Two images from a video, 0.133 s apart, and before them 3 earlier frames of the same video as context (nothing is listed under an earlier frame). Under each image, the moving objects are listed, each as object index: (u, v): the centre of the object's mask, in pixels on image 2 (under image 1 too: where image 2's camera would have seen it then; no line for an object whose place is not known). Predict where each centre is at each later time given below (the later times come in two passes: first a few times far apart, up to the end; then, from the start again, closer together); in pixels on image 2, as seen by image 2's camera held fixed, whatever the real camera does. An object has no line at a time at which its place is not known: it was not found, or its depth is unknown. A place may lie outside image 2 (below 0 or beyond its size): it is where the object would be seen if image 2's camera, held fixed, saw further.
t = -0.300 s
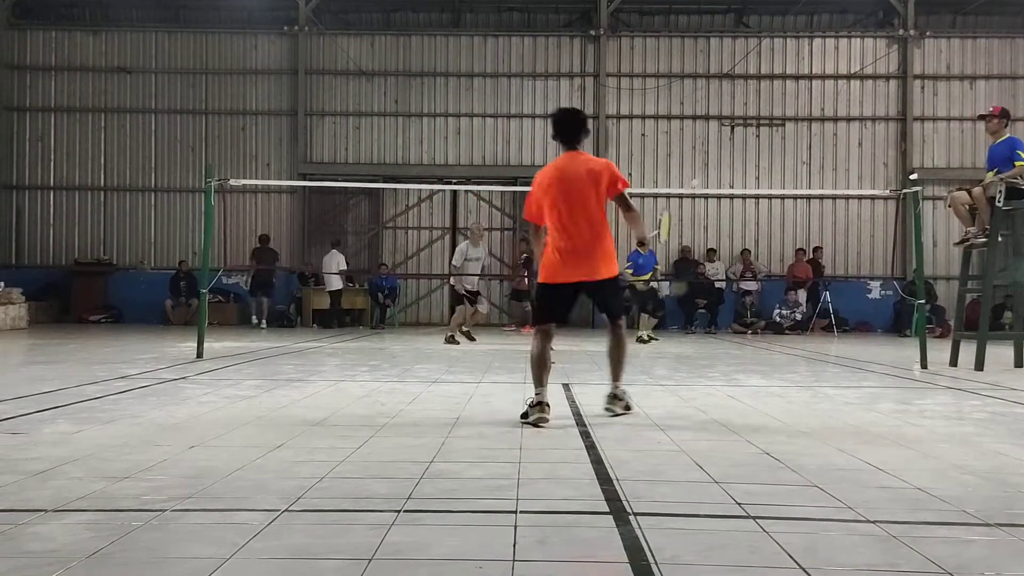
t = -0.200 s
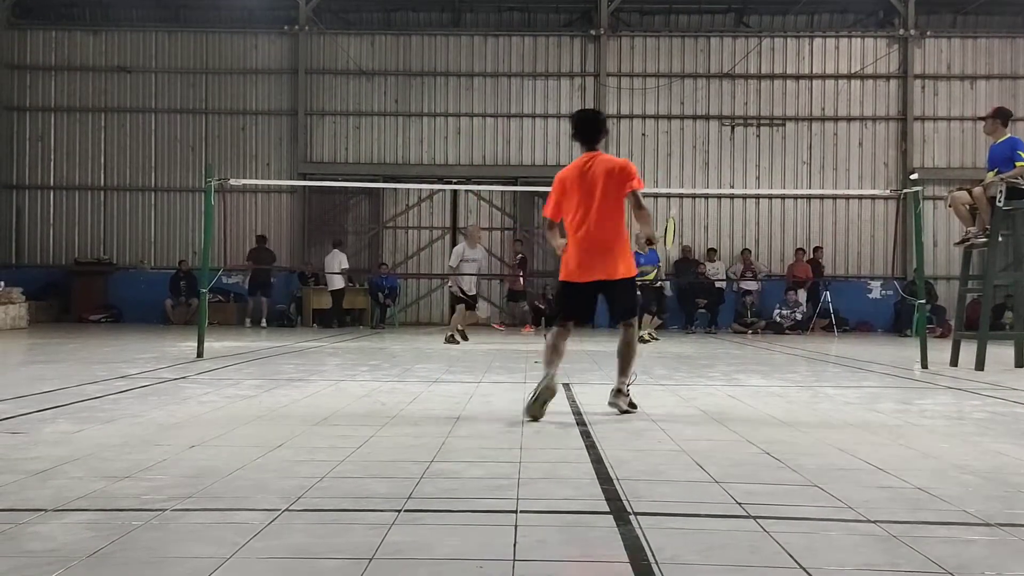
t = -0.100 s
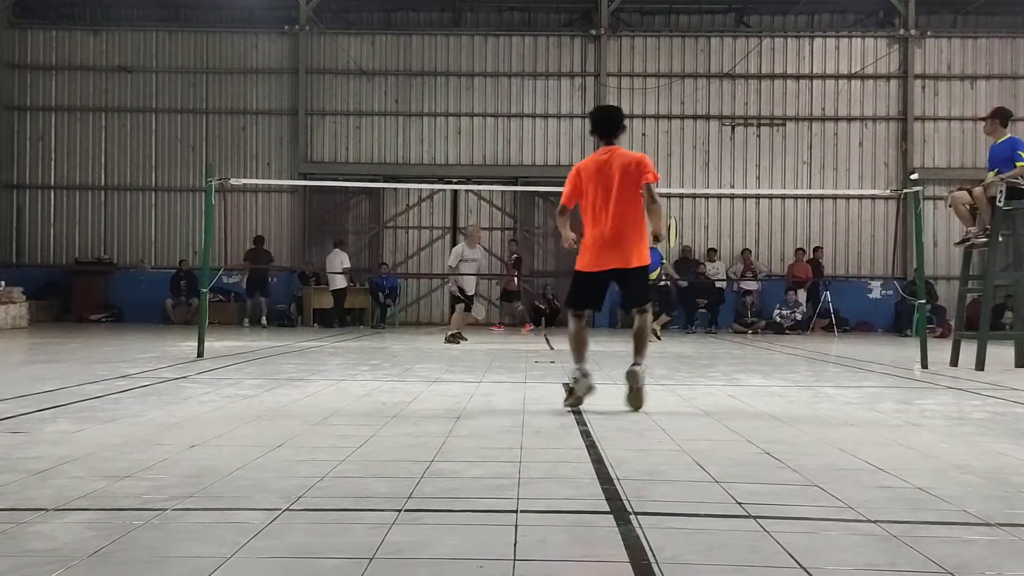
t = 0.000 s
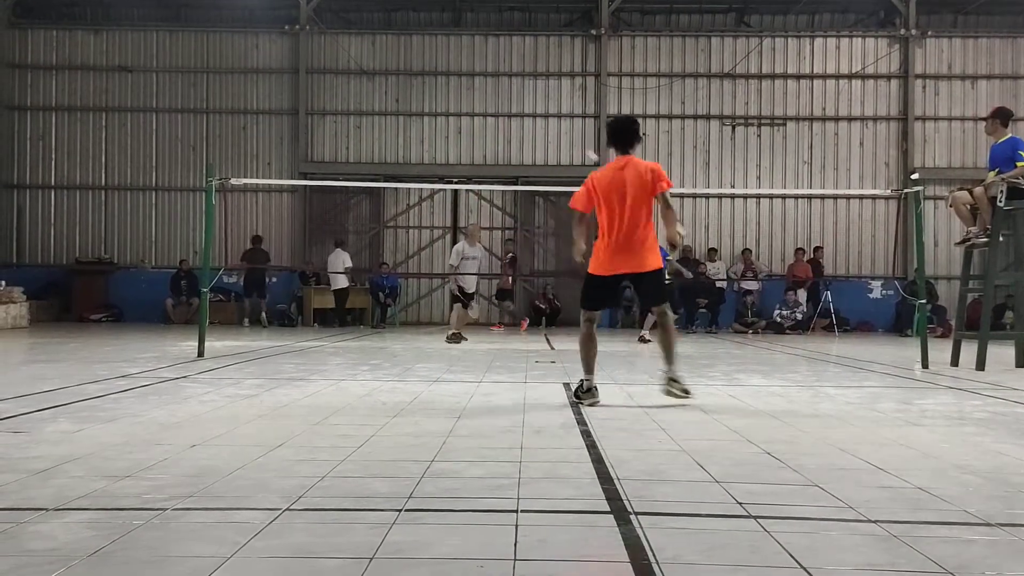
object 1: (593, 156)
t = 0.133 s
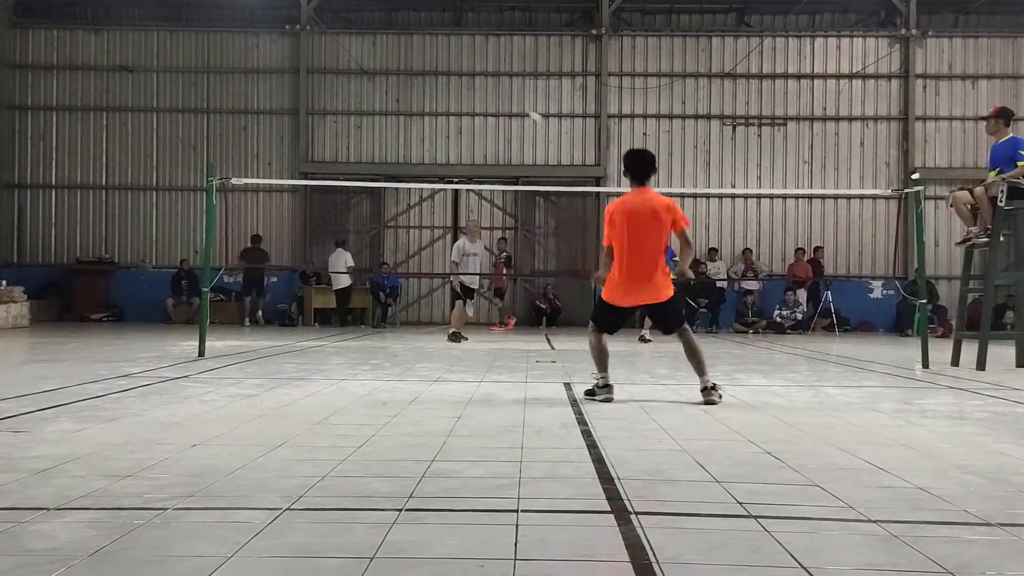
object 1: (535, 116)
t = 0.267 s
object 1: (480, 94)
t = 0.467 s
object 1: (397, 96)
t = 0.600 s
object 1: (340, 125)
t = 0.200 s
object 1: (507, 102)
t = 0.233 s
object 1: (493, 97)
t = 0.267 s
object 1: (480, 94)
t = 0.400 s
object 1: (425, 90)
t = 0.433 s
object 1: (411, 92)
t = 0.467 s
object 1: (397, 96)
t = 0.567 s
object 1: (355, 115)
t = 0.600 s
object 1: (340, 125)
